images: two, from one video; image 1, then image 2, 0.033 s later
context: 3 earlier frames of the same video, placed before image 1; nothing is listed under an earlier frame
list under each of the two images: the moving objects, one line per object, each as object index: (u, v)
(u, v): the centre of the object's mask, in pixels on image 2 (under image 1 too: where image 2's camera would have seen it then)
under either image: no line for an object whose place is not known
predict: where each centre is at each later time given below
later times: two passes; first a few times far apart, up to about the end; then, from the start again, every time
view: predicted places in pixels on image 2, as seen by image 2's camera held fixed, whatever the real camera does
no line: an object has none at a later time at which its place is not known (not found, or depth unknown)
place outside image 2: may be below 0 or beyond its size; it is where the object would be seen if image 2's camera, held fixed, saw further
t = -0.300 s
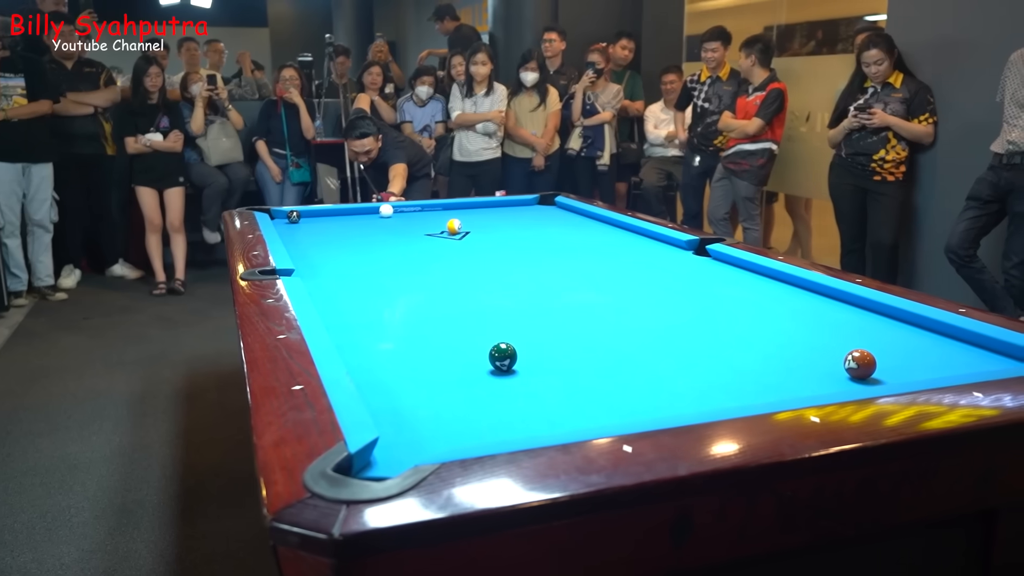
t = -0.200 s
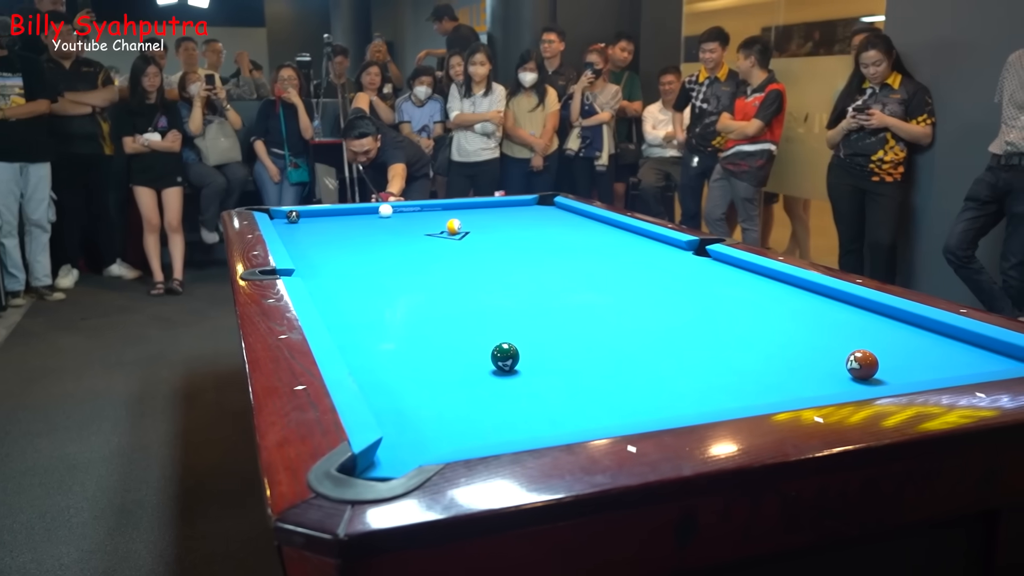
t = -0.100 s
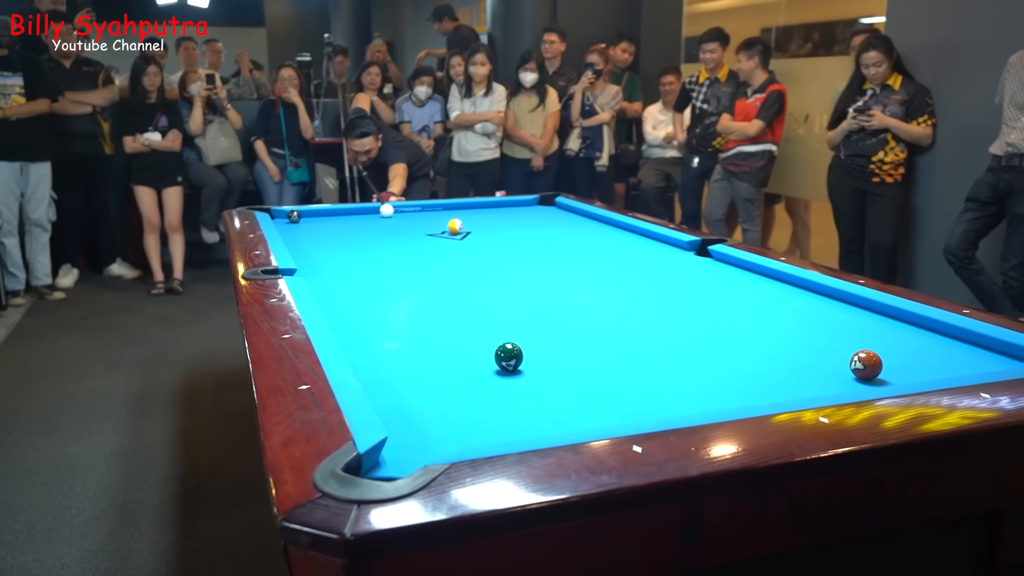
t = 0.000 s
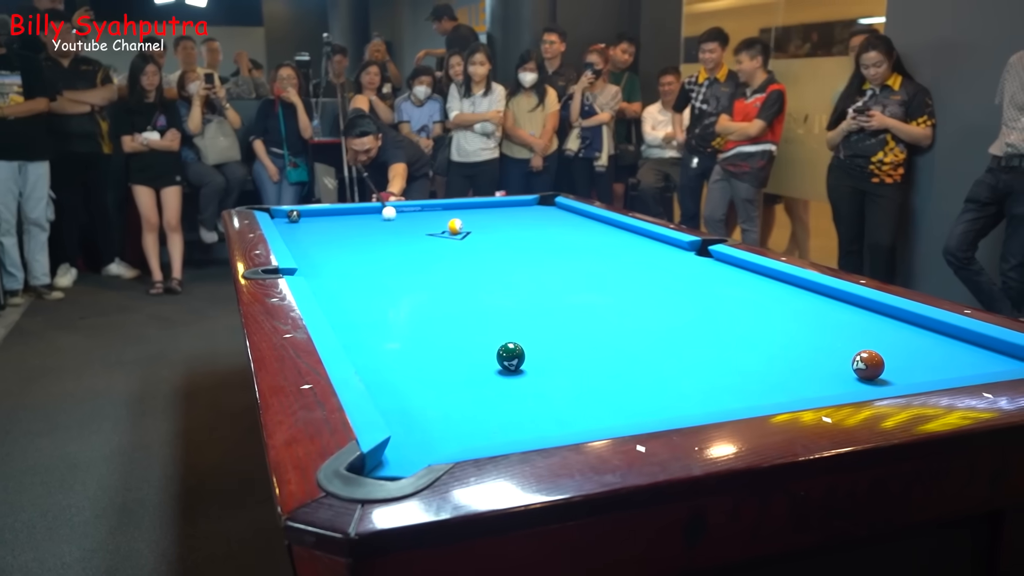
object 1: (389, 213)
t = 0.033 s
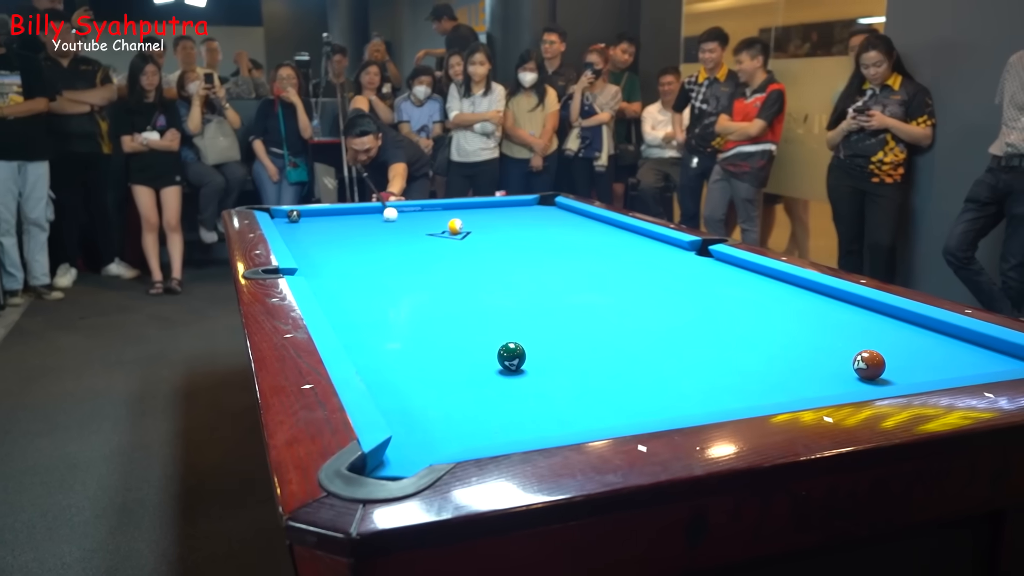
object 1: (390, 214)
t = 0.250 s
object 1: (399, 223)
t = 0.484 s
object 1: (409, 233)
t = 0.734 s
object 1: (421, 246)
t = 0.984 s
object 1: (435, 261)
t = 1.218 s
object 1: (450, 277)
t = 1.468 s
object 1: (469, 296)
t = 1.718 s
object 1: (492, 320)
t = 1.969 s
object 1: (524, 344)
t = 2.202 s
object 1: (562, 357)
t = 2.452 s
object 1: (607, 369)
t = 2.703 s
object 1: (654, 380)
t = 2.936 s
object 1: (698, 391)
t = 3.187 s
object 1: (746, 396)
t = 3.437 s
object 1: (753, 393)
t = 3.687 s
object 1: (750, 388)
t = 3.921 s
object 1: (748, 380)
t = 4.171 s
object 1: (747, 374)
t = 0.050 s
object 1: (391, 215)
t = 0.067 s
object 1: (392, 216)
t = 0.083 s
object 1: (392, 216)
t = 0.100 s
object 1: (393, 217)
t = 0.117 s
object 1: (393, 217)
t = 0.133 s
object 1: (394, 218)
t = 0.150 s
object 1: (395, 219)
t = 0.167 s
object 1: (395, 219)
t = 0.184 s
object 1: (396, 220)
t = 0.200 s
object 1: (396, 221)
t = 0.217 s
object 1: (397, 221)
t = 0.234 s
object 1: (398, 222)
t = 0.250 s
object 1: (399, 223)
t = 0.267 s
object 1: (399, 224)
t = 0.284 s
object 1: (400, 224)
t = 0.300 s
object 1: (401, 225)
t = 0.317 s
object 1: (401, 226)
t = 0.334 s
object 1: (402, 226)
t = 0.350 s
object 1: (403, 227)
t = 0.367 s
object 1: (403, 228)
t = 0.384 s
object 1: (404, 229)
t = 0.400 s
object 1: (405, 229)
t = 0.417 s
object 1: (406, 230)
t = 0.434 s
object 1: (407, 231)
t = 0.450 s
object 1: (407, 232)
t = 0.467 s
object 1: (408, 233)
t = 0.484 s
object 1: (409, 233)
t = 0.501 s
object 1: (409, 234)
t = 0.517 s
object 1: (410, 235)
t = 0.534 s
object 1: (411, 236)
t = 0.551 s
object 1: (412, 237)
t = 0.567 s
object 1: (413, 237)
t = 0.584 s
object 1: (414, 238)
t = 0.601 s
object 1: (414, 239)
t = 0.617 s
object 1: (415, 240)
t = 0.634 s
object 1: (416, 241)
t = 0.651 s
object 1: (417, 242)
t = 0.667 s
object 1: (417, 242)
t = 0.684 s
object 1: (418, 243)
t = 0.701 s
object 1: (419, 244)
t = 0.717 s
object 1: (420, 245)
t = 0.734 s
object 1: (421, 246)
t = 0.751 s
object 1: (422, 247)
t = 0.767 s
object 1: (423, 248)
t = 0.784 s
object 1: (423, 249)
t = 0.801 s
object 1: (424, 250)
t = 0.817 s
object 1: (425, 251)
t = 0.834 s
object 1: (426, 252)
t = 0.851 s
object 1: (427, 253)
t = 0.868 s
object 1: (428, 254)
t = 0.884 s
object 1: (429, 254)
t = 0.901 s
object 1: (430, 256)
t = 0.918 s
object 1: (431, 257)
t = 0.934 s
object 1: (432, 258)
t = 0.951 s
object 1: (433, 258)
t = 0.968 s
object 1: (434, 260)
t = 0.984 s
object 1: (435, 261)
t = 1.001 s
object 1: (436, 262)
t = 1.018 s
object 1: (437, 263)
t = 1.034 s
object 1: (438, 264)
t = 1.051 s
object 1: (439, 265)
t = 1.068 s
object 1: (440, 266)
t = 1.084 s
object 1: (441, 267)
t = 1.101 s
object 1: (442, 268)
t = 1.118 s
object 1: (443, 270)
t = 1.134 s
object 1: (444, 270)
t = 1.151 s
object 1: (445, 272)
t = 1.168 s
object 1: (446, 273)
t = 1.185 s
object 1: (447, 274)
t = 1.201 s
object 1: (449, 275)
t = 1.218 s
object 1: (450, 277)
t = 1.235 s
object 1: (451, 278)
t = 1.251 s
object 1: (452, 279)
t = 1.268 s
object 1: (453, 280)
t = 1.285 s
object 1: (455, 281)
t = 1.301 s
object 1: (456, 283)
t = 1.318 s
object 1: (457, 284)
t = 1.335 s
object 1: (459, 285)
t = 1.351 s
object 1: (460, 287)
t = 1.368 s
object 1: (461, 288)
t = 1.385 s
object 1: (462, 289)
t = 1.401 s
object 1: (464, 291)
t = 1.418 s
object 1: (465, 292)
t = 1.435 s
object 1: (466, 293)
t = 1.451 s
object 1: (468, 295)
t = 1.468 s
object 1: (469, 296)
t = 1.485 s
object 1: (471, 298)
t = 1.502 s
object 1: (472, 299)
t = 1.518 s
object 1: (473, 301)
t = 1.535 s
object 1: (475, 302)
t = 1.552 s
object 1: (476, 304)
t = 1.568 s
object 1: (478, 305)
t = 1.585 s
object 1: (479, 307)
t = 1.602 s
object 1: (481, 308)
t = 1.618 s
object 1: (482, 310)
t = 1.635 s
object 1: (484, 312)
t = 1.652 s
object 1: (485, 313)
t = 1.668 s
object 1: (487, 315)
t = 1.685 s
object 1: (489, 317)
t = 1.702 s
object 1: (490, 318)
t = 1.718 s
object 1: (492, 320)
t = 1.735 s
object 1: (493, 322)
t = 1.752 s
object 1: (495, 324)
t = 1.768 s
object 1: (497, 325)
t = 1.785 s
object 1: (499, 327)
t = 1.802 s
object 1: (500, 329)
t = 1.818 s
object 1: (502, 331)
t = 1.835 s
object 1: (504, 332)
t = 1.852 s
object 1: (505, 333)
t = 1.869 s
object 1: (507, 334)
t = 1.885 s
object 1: (509, 335)
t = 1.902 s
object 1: (511, 336)
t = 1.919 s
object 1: (514, 337)
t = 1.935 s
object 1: (517, 339)
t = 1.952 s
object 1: (520, 341)
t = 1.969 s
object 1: (524, 344)
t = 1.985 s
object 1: (526, 346)
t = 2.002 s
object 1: (528, 347)
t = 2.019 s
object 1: (530, 349)
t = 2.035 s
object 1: (532, 350)
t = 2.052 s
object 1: (535, 351)
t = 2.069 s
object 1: (538, 351)
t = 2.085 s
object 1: (541, 352)
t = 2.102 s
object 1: (544, 353)
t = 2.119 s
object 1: (547, 353)
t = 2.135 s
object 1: (550, 354)
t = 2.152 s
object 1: (553, 355)
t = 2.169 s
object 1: (556, 356)
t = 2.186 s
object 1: (559, 357)
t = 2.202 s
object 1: (562, 357)
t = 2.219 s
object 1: (565, 358)
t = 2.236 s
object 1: (568, 359)
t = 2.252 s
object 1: (571, 360)
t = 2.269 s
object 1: (574, 360)
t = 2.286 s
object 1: (577, 361)
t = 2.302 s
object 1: (580, 362)
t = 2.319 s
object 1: (583, 363)
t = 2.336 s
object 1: (586, 363)
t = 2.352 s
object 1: (589, 364)
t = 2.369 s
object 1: (592, 365)
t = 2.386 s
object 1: (595, 366)
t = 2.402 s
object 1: (598, 366)
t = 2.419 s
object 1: (601, 367)
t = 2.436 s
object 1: (604, 368)
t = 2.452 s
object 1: (607, 369)
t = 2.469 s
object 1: (610, 369)
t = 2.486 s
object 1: (614, 370)
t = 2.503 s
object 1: (617, 371)
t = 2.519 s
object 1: (620, 372)
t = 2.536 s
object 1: (623, 372)
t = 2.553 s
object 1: (625, 373)
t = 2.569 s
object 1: (629, 374)
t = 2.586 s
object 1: (632, 375)
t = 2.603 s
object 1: (635, 375)
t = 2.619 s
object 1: (638, 376)
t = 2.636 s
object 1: (641, 377)
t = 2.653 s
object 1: (644, 378)
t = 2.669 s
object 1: (647, 378)
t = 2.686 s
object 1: (651, 379)
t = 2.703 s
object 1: (654, 380)
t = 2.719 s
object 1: (657, 381)
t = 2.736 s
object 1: (660, 382)
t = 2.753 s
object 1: (663, 383)
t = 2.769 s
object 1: (666, 383)
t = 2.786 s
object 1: (670, 384)
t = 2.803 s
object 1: (673, 385)
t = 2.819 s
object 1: (676, 385)
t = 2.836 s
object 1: (679, 386)
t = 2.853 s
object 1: (682, 387)
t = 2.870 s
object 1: (686, 388)
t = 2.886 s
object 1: (689, 388)
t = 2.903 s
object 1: (692, 389)
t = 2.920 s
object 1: (695, 390)
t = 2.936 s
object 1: (698, 391)
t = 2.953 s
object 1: (701, 392)
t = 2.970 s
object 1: (704, 393)
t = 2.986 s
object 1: (708, 393)
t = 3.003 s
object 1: (711, 394)
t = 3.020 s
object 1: (714, 394)
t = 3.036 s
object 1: (717, 395)
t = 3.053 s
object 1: (720, 395)
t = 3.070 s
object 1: (723, 395)
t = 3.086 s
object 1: (727, 395)
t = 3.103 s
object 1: (730, 395)
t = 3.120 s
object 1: (733, 396)
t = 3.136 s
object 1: (736, 396)
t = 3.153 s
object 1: (739, 396)
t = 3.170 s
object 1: (742, 396)
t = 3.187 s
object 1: (746, 396)
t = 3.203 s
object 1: (749, 397)
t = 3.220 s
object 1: (752, 397)
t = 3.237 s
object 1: (755, 397)
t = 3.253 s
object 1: (755, 396)
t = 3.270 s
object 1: (755, 396)
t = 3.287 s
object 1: (755, 396)
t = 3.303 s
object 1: (754, 395)
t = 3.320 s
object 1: (754, 395)
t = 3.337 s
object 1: (754, 395)
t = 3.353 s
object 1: (754, 395)
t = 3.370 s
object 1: (754, 394)
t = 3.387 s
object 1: (753, 394)
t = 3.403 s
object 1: (753, 394)
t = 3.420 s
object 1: (753, 393)
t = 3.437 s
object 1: (753, 393)
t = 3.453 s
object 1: (753, 393)
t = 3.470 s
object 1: (752, 392)
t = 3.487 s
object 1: (752, 392)
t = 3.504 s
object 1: (752, 392)
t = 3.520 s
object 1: (752, 391)
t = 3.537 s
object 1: (752, 391)
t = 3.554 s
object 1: (751, 391)
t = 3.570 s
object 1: (751, 390)
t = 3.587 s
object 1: (751, 390)
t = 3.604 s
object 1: (751, 390)
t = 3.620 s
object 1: (751, 389)
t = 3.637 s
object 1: (751, 389)
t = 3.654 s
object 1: (750, 389)
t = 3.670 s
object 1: (750, 388)
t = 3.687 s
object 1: (750, 388)
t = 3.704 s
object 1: (750, 387)
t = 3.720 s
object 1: (750, 386)
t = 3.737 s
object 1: (750, 385)
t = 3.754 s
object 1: (750, 385)
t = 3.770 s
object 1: (750, 384)
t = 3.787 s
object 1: (749, 384)
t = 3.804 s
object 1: (749, 383)
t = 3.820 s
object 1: (749, 383)
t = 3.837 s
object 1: (749, 383)
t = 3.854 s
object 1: (749, 382)
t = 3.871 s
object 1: (749, 381)
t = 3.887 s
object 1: (748, 381)
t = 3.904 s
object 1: (748, 380)
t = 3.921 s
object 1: (748, 380)
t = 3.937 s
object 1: (748, 380)
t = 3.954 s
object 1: (748, 379)
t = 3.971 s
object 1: (748, 379)
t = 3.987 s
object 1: (748, 379)
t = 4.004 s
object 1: (748, 378)
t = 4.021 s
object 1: (748, 378)
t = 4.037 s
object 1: (748, 377)
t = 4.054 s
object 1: (748, 377)
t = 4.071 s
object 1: (747, 377)
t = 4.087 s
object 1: (747, 376)
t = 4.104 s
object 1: (747, 376)
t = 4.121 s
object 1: (747, 375)
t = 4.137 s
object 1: (747, 375)
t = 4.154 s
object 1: (747, 375)
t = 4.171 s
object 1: (747, 374)
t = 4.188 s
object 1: (747, 374)
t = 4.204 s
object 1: (747, 374)
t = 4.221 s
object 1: (747, 373)
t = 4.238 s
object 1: (747, 373)
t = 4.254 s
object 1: (747, 373)
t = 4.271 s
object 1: (746, 372)
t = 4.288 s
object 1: (746, 372)
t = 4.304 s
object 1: (746, 372)
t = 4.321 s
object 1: (746, 371)
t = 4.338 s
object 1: (746, 371)
